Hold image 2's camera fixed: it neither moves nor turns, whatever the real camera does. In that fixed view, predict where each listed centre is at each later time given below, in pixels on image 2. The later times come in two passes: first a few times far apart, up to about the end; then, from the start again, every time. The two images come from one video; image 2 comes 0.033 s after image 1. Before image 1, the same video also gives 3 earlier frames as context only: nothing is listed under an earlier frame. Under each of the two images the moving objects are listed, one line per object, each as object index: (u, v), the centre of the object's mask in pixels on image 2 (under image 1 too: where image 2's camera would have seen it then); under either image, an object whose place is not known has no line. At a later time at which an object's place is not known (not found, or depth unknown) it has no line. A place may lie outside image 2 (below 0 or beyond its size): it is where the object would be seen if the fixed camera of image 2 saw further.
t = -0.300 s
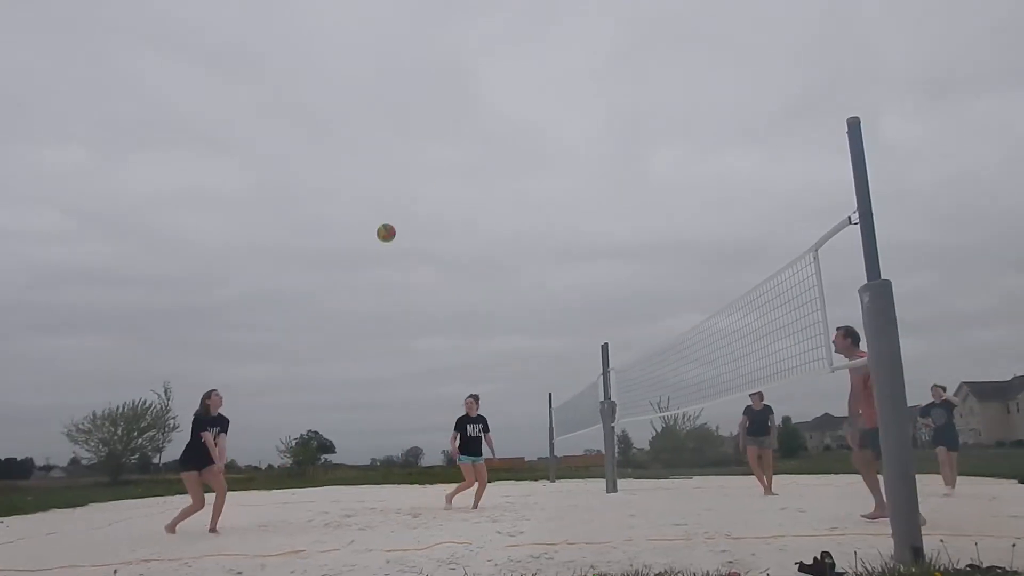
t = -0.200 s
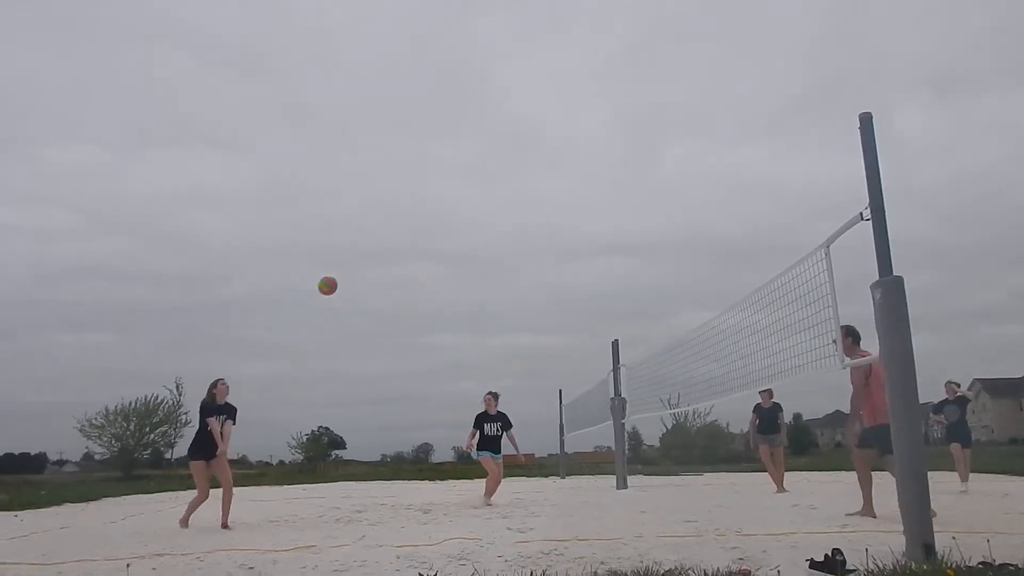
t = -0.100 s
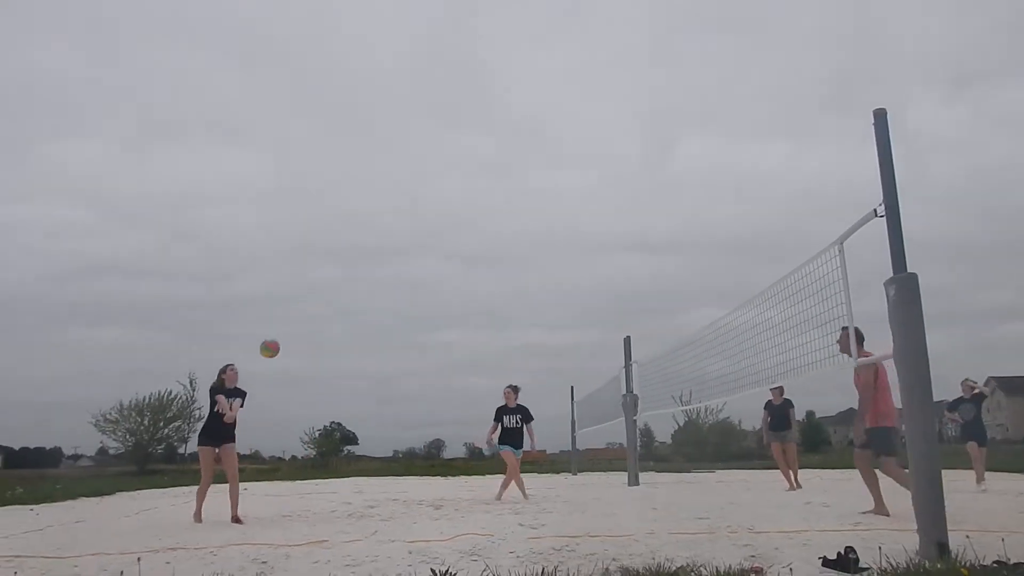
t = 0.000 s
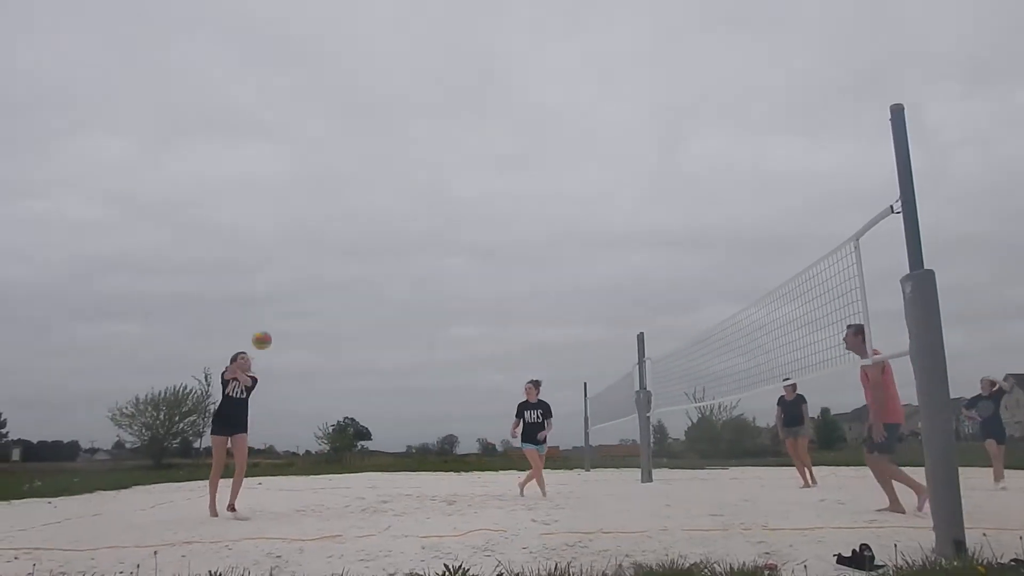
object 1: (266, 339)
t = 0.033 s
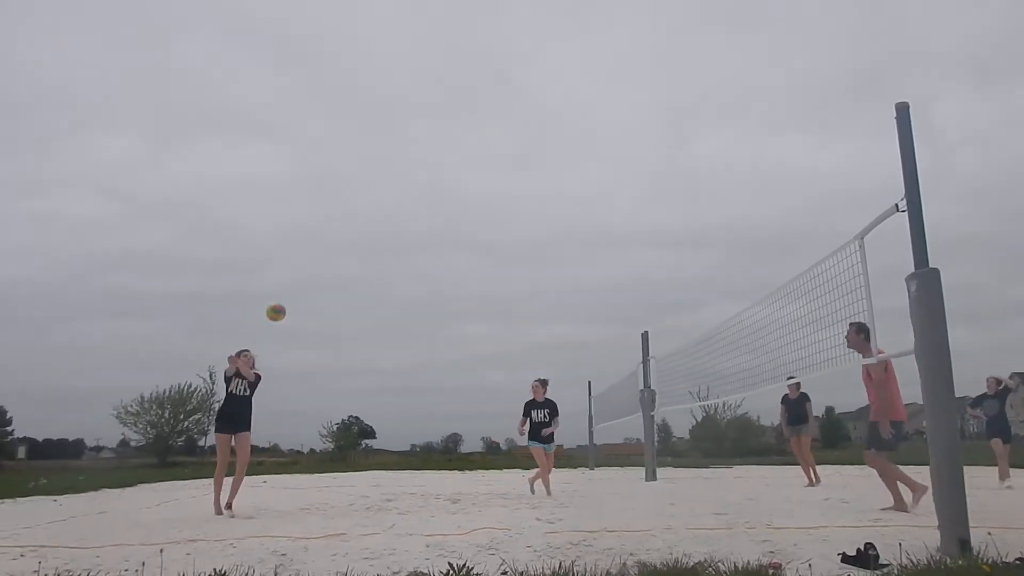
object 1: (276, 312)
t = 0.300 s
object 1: (351, 146)
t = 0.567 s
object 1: (420, 51)
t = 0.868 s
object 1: (492, 17)
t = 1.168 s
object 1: (562, 49)
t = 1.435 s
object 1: (627, 138)
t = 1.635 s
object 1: (679, 246)
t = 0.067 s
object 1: (286, 287)
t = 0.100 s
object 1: (295, 263)
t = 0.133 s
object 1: (305, 240)
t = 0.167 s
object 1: (314, 219)
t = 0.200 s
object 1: (323, 199)
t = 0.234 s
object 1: (332, 180)
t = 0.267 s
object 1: (342, 162)
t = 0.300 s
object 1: (351, 146)
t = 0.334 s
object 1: (359, 130)
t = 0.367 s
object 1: (368, 116)
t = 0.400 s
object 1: (377, 103)
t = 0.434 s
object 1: (385, 90)
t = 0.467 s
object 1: (394, 79)
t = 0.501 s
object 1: (403, 69)
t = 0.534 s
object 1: (411, 59)
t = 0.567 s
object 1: (420, 51)
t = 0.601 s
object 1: (428, 43)
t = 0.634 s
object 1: (436, 36)
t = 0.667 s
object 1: (444, 30)
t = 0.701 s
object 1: (452, 25)
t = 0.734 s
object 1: (460, 21)
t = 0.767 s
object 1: (468, 19)
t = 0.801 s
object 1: (476, 18)
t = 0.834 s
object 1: (484, 17)
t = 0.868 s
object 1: (492, 17)
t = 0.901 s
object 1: (500, 17)
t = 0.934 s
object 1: (507, 18)
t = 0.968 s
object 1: (515, 19)
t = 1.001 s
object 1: (523, 21)
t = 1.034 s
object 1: (531, 25)
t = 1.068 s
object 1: (539, 30)
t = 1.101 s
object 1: (546, 35)
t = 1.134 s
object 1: (554, 42)
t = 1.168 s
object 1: (562, 49)
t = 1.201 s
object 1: (570, 57)
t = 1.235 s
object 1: (578, 66)
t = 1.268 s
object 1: (586, 76)
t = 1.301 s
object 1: (593, 86)
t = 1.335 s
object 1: (602, 98)
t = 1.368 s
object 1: (610, 110)
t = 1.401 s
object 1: (618, 124)
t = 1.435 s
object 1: (627, 138)
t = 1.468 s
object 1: (635, 154)
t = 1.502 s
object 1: (644, 170)
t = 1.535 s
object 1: (652, 188)
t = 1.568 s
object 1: (661, 206)
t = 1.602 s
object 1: (670, 225)
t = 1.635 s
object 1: (679, 246)
